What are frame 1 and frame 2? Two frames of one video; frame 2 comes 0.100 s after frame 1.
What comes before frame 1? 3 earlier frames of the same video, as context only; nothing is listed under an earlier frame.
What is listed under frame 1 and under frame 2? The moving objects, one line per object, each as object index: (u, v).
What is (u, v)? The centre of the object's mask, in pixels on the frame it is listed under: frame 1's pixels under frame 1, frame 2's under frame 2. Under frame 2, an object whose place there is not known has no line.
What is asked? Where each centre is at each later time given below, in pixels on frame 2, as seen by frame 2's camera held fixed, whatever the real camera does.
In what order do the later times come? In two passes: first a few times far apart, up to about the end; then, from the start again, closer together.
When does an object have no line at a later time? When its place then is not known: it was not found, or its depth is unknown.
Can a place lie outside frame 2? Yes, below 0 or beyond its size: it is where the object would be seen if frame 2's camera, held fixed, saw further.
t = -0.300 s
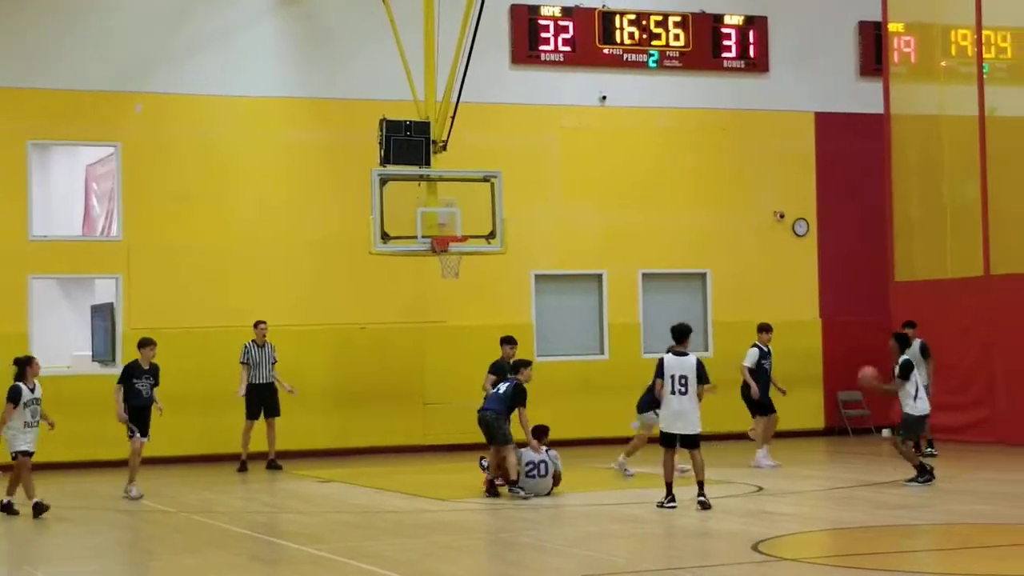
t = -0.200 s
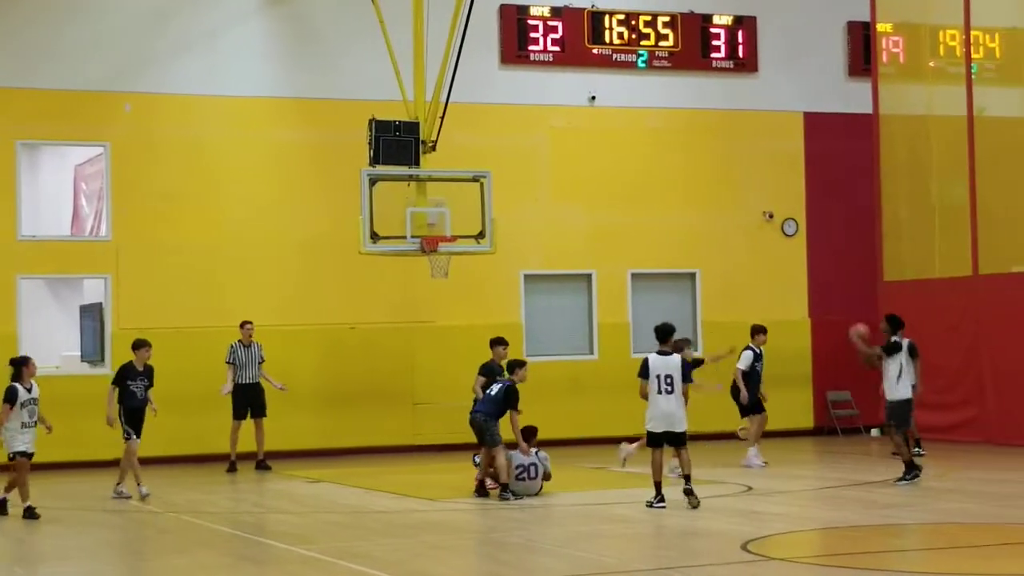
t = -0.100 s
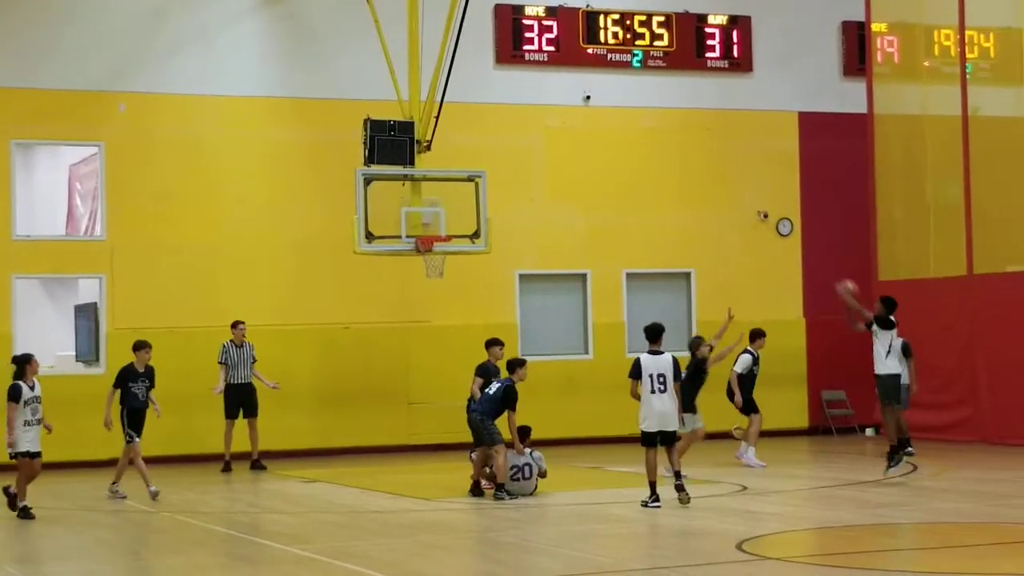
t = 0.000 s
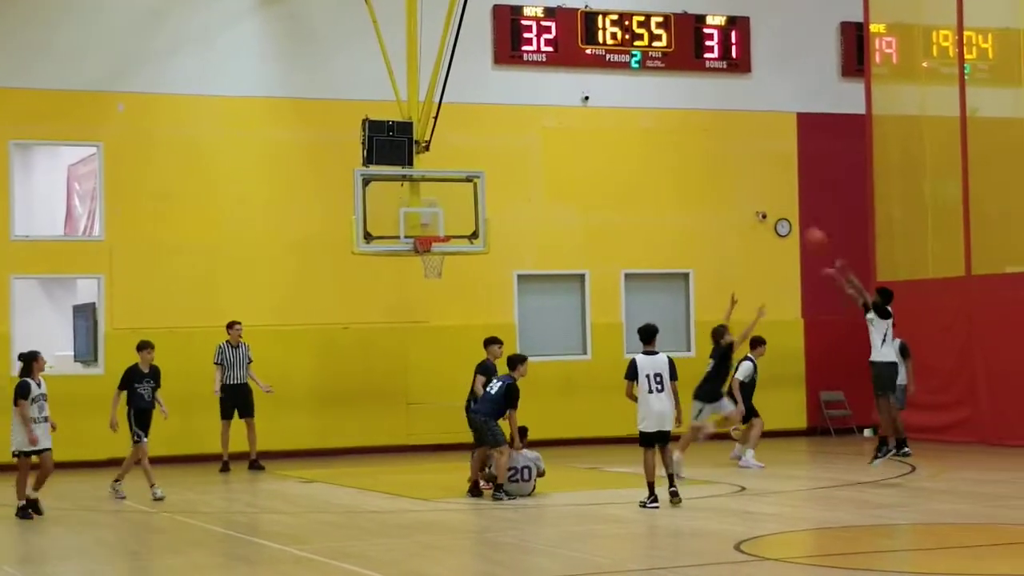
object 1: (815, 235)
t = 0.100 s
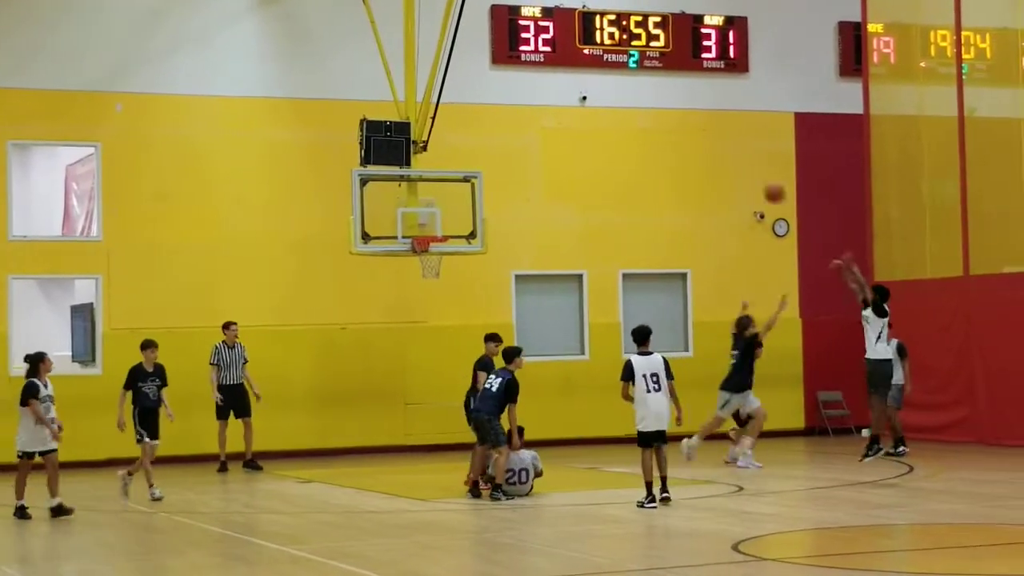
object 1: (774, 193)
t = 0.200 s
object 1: (736, 156)
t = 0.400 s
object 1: (665, 108)
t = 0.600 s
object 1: (599, 95)
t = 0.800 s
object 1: (538, 113)
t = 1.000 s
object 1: (481, 161)
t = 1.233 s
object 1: (420, 248)
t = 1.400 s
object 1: (409, 266)
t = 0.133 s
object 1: (761, 179)
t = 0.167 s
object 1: (748, 167)
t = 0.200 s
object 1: (736, 156)
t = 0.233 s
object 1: (724, 145)
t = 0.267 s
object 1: (711, 136)
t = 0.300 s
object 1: (699, 127)
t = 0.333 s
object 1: (687, 120)
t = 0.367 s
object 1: (676, 113)
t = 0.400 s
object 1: (665, 108)
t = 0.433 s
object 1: (653, 104)
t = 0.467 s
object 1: (642, 100)
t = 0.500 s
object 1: (631, 97)
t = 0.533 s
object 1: (620, 96)
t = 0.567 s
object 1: (610, 95)
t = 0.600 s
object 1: (599, 95)
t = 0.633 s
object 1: (588, 96)
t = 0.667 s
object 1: (577, 98)
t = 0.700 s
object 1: (568, 100)
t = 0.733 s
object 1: (558, 103)
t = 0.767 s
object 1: (548, 108)
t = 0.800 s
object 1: (538, 113)
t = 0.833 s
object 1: (528, 119)
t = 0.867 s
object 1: (518, 126)
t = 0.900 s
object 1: (508, 134)
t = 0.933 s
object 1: (500, 142)
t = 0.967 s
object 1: (490, 152)
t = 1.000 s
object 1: (481, 161)
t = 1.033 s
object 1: (472, 172)
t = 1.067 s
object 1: (463, 184)
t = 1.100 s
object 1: (453, 195)
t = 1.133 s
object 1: (445, 208)
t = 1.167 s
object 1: (436, 222)
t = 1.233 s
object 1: (420, 248)
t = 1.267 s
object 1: (414, 258)
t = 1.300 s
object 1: (413, 259)
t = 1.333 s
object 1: (411, 260)
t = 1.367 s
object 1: (410, 261)
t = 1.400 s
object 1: (409, 266)
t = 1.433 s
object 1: (407, 269)
